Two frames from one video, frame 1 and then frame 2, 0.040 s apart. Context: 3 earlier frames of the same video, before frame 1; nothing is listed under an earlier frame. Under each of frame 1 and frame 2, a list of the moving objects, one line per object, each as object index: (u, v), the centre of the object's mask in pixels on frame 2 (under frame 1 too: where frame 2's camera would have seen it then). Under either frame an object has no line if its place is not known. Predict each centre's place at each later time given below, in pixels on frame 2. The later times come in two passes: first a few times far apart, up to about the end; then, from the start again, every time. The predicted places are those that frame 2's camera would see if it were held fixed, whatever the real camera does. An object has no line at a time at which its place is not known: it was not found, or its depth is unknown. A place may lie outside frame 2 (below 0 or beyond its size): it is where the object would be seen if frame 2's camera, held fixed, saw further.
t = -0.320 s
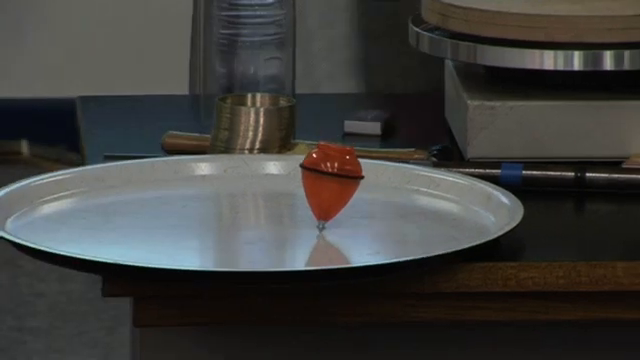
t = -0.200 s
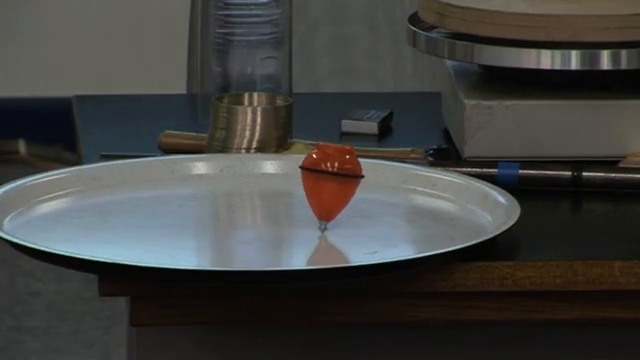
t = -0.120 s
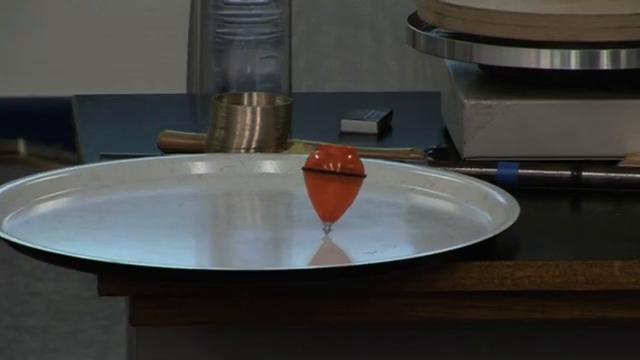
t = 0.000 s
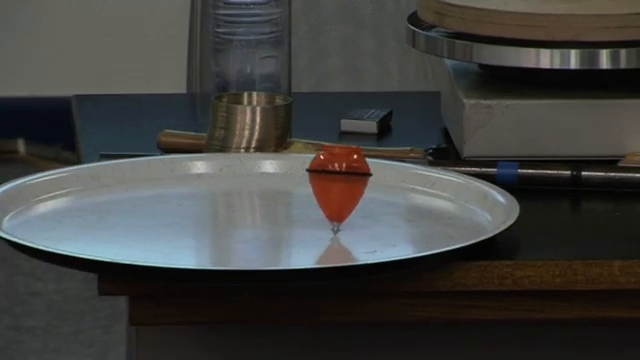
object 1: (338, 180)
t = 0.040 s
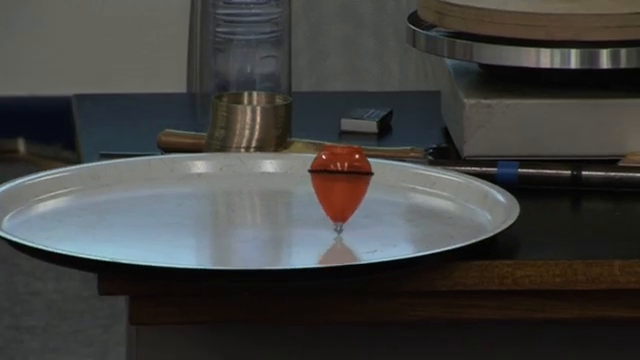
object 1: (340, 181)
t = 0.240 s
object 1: (351, 182)
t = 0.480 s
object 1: (362, 181)
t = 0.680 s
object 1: (369, 179)
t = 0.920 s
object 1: (371, 176)
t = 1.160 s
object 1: (367, 174)
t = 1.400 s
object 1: (359, 172)
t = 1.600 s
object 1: (350, 173)
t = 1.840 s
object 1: (343, 175)
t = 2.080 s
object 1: (341, 179)
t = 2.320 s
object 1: (345, 182)
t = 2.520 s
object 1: (353, 184)
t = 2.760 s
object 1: (364, 185)
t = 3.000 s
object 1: (375, 184)
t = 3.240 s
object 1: (382, 182)
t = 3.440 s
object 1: (383, 179)
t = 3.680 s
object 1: (379, 177)
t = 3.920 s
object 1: (371, 176)
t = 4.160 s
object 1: (363, 177)
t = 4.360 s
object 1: (358, 179)
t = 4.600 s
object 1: (357, 183)
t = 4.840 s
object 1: (363, 185)
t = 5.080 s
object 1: (373, 187)
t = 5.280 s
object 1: (383, 187)
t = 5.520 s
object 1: (393, 186)
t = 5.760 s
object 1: (398, 183)
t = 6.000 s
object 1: (397, 181)
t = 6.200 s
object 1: (392, 179)
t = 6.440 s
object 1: (384, 179)
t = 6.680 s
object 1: (378, 181)
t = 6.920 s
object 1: (376, 184)
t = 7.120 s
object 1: (379, 186)
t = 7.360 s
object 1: (388, 188)
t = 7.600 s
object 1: (398, 189)
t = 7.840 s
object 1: (408, 189)
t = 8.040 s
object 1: (414, 187)
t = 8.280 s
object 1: (415, 185)
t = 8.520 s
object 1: (412, 183)
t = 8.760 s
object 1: (406, 182)
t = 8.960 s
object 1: (401, 183)
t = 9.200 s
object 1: (398, 186)
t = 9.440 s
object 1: (401, 188)
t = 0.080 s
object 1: (342, 181)
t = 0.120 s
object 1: (344, 181)
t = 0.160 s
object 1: (346, 181)
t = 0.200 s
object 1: (348, 181)
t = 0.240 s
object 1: (351, 182)
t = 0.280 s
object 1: (352, 181)
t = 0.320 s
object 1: (355, 181)
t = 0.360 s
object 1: (357, 181)
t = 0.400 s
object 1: (358, 181)
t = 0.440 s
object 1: (360, 181)
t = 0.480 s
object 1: (362, 181)
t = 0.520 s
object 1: (364, 181)
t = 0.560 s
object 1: (365, 180)
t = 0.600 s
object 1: (366, 180)
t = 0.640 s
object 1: (367, 180)
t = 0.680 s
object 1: (369, 179)
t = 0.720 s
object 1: (369, 179)
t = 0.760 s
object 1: (370, 178)
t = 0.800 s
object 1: (371, 177)
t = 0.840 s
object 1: (371, 177)
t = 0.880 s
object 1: (371, 176)
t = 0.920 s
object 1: (371, 176)
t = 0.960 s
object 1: (371, 175)
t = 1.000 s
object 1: (370, 175)
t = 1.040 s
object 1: (370, 175)
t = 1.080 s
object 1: (369, 174)
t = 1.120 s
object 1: (368, 174)
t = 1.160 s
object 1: (367, 174)
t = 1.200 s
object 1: (366, 173)
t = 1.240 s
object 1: (365, 173)
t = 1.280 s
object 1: (363, 173)
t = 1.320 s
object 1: (362, 172)
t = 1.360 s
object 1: (360, 172)
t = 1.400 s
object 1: (359, 172)
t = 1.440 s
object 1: (357, 172)
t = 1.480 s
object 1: (355, 173)
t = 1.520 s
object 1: (353, 173)
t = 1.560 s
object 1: (352, 173)
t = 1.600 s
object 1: (350, 173)
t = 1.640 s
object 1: (349, 173)
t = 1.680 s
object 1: (347, 174)
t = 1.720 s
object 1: (346, 174)
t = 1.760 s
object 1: (345, 174)
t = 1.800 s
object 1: (343, 175)
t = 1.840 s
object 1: (343, 175)
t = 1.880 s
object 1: (342, 176)
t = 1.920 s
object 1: (341, 176)
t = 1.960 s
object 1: (341, 177)
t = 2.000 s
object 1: (341, 178)
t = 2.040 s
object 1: (340, 178)
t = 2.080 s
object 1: (341, 179)
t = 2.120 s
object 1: (341, 179)
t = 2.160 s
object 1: (341, 180)
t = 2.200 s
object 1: (342, 180)
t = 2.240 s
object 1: (343, 181)
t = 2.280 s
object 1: (344, 182)
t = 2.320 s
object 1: (345, 182)
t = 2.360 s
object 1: (346, 182)
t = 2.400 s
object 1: (348, 183)
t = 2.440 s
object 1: (349, 183)
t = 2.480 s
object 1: (351, 183)
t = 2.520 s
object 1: (353, 184)
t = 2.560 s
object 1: (355, 184)
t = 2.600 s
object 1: (356, 184)
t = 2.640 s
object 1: (358, 184)
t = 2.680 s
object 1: (360, 185)
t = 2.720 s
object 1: (362, 185)
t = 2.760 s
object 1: (364, 185)
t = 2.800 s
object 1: (366, 185)
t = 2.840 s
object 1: (368, 185)
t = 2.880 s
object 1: (370, 185)
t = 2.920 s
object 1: (371, 184)
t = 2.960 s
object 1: (373, 184)
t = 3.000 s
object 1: (375, 184)
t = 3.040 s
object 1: (377, 184)
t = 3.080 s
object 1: (378, 184)
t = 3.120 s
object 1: (379, 183)
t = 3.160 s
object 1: (380, 183)
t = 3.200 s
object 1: (381, 182)
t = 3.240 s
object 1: (382, 182)
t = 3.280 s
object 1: (382, 181)
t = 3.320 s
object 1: (383, 181)
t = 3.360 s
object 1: (383, 180)
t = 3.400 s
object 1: (383, 180)
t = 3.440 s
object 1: (383, 179)
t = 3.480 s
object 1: (383, 179)
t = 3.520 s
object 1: (383, 179)
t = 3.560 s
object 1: (382, 178)
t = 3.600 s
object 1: (381, 178)
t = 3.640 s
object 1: (380, 177)
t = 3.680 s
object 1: (379, 177)
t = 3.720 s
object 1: (378, 177)
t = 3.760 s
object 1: (377, 176)
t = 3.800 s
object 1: (375, 176)
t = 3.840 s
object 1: (374, 176)
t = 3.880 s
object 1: (373, 176)
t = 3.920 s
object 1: (371, 176)
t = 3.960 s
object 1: (370, 176)
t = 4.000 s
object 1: (368, 176)
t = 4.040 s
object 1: (367, 177)
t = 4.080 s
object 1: (365, 177)
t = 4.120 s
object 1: (364, 177)
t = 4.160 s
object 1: (363, 177)
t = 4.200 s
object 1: (361, 178)
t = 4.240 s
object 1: (361, 178)
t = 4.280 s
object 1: (360, 178)
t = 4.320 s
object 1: (359, 179)
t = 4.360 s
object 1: (358, 179)
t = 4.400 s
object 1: (357, 180)
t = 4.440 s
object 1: (357, 181)
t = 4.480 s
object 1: (357, 181)
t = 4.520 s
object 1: (357, 182)
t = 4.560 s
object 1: (357, 182)
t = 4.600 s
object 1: (357, 183)
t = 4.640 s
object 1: (358, 183)
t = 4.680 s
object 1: (358, 184)
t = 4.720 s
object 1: (359, 184)
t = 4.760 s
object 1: (360, 185)
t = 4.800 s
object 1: (361, 185)
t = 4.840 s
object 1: (363, 185)
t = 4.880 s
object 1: (364, 186)
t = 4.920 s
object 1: (366, 186)
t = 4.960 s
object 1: (368, 186)
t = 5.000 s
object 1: (369, 187)
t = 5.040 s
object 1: (371, 187)
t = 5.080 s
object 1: (373, 187)
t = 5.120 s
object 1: (375, 187)
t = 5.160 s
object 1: (377, 187)
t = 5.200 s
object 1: (379, 187)
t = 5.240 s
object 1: (381, 187)
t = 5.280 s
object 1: (383, 187)
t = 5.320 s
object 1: (385, 187)
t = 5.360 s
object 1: (387, 187)
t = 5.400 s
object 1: (388, 187)
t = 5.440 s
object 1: (390, 186)
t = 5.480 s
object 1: (391, 186)
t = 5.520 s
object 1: (393, 186)
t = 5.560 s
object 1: (394, 186)
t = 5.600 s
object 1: (395, 185)
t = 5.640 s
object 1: (396, 185)
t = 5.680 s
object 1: (396, 185)
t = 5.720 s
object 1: (397, 184)
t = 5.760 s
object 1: (398, 183)
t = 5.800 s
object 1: (398, 183)
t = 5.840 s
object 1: (398, 182)
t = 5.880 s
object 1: (398, 182)
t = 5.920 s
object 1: (398, 181)
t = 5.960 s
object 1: (397, 181)
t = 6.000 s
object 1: (397, 181)
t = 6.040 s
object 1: (396, 180)
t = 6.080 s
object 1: (395, 180)
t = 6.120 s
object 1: (394, 180)
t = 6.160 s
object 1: (394, 179)
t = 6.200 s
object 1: (392, 179)
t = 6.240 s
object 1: (391, 179)
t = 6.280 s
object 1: (390, 179)
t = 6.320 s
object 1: (389, 179)
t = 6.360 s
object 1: (387, 179)
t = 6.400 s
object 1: (386, 179)
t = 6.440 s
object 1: (384, 179)
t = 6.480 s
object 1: (383, 179)
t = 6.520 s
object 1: (382, 180)
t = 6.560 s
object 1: (381, 180)
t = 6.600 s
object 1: (380, 180)
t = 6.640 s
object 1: (379, 181)
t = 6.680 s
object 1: (378, 181)
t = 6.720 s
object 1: (377, 182)
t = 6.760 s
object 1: (377, 182)
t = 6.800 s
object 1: (376, 183)
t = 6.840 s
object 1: (376, 183)
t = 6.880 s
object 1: (376, 184)
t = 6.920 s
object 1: (376, 184)
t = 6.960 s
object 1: (376, 185)
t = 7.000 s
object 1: (377, 185)
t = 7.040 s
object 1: (377, 186)
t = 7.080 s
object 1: (378, 186)
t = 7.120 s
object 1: (379, 186)
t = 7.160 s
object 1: (380, 187)
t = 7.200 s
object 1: (381, 187)
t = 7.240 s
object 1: (383, 187)
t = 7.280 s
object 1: (384, 188)
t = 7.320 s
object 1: (386, 188)
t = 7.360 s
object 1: (388, 188)
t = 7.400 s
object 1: (389, 189)
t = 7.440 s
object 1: (391, 189)
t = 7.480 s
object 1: (393, 189)
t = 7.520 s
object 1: (395, 189)
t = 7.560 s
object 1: (397, 189)
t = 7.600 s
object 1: (398, 189)
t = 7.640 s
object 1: (400, 189)
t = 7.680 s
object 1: (402, 189)
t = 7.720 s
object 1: (404, 189)
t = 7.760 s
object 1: (405, 189)
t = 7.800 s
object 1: (407, 189)
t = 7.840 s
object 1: (408, 189)
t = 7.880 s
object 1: (410, 188)
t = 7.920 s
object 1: (411, 188)
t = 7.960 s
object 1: (412, 188)
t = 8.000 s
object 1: (413, 187)
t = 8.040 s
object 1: (414, 187)
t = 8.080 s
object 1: (414, 187)
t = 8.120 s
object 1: (415, 186)
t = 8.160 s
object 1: (415, 186)
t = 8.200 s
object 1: (415, 186)
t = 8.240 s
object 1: (415, 185)
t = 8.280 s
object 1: (415, 185)
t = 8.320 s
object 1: (415, 184)
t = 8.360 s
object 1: (415, 184)
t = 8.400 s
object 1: (415, 184)
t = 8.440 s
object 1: (414, 183)
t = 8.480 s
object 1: (413, 183)
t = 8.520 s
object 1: (412, 183)
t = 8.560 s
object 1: (411, 183)
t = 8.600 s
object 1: (410, 183)
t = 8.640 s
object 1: (409, 182)
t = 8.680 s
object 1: (408, 182)
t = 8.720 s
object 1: (407, 182)
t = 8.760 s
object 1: (406, 182)
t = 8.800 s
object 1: (404, 183)
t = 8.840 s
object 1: (403, 183)
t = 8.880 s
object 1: (402, 183)
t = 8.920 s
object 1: (401, 183)
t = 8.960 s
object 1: (401, 183)
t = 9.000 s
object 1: (400, 184)
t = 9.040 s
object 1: (399, 184)
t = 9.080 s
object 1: (399, 184)
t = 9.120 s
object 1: (399, 185)
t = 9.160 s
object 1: (398, 185)
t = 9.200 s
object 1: (398, 186)
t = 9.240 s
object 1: (398, 186)
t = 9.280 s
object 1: (399, 186)
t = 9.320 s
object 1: (399, 187)
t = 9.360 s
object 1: (400, 187)
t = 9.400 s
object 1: (400, 187)
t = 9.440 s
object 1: (401, 188)
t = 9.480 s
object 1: (402, 188)
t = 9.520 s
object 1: (403, 189)
